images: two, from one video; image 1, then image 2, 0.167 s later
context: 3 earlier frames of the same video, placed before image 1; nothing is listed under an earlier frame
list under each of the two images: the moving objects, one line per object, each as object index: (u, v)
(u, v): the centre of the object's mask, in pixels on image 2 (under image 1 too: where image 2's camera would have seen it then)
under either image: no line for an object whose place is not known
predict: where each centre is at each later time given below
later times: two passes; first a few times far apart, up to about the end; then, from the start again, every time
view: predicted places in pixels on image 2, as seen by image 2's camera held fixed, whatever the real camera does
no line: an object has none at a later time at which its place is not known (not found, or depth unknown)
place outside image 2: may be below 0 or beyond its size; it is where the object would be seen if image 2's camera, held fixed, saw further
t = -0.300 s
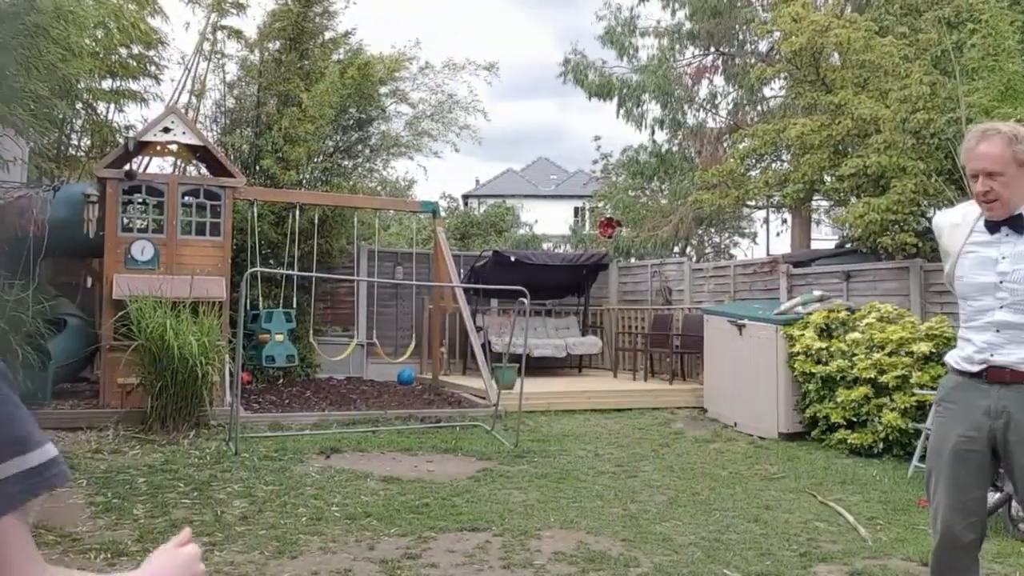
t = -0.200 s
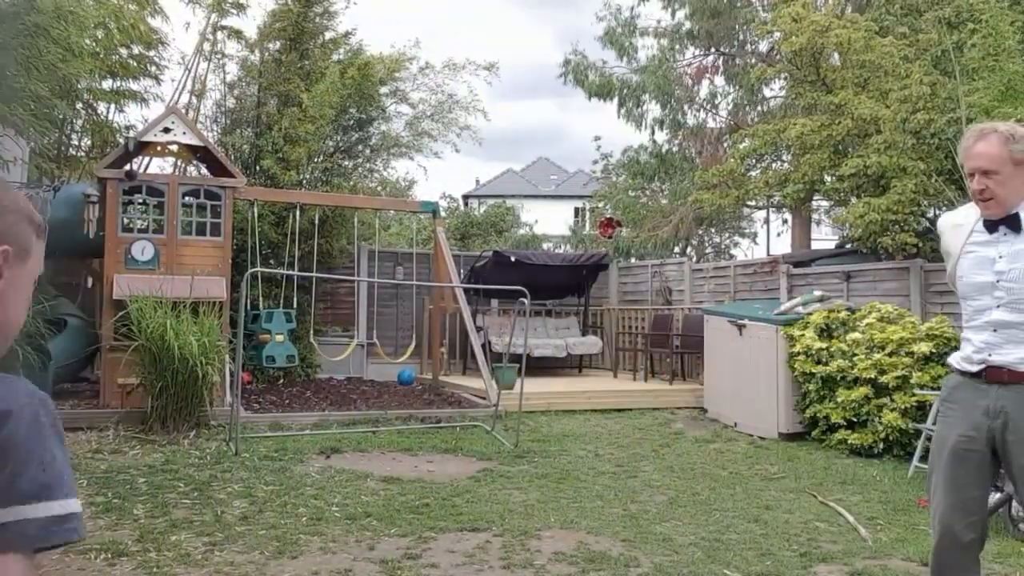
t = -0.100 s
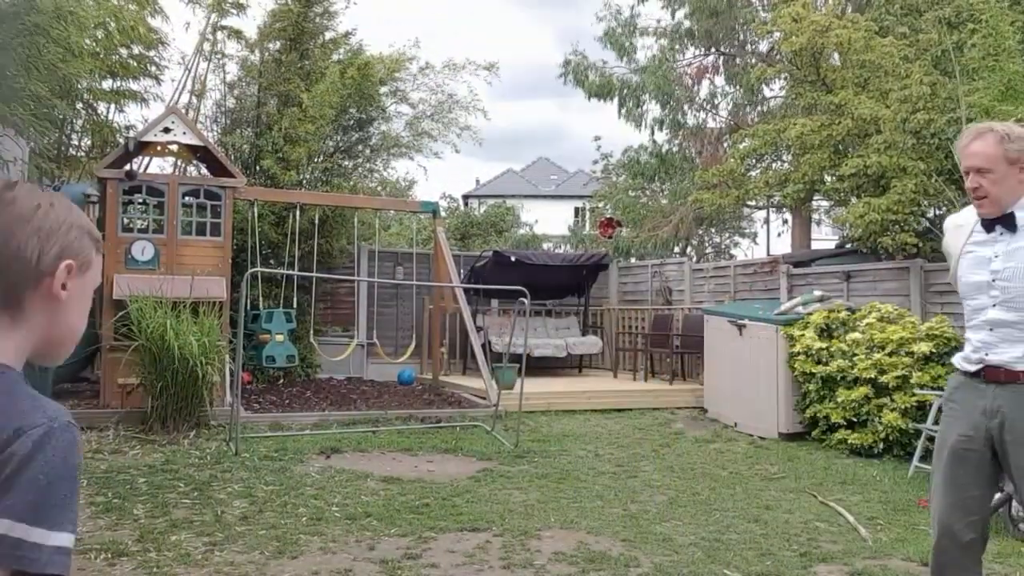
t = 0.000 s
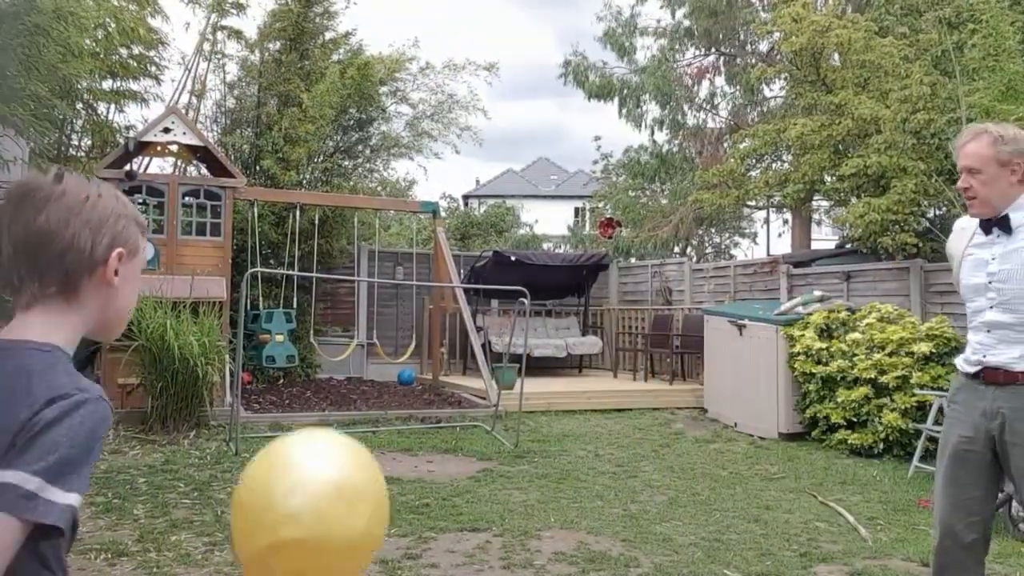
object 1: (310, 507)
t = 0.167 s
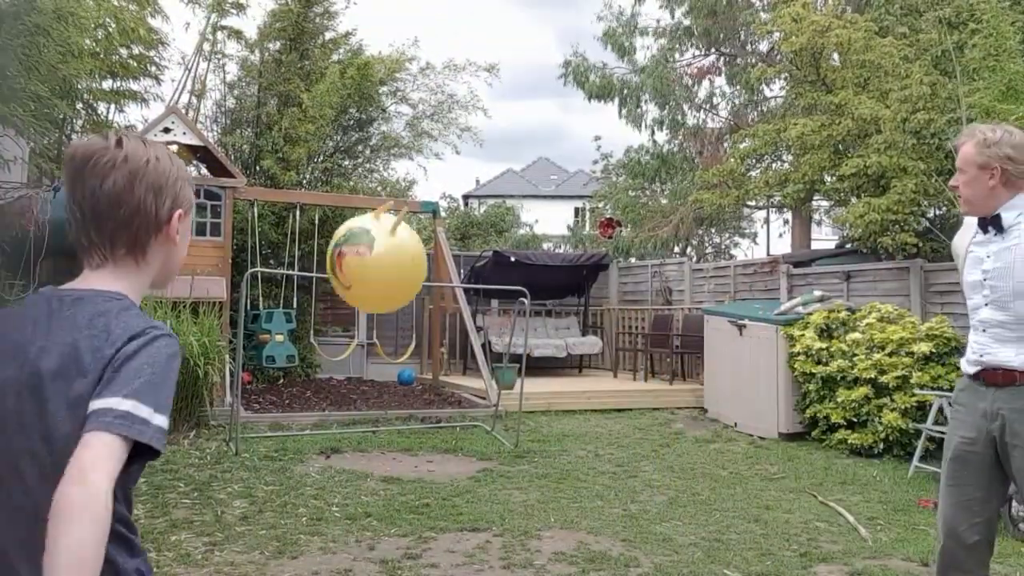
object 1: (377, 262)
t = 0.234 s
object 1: (390, 227)
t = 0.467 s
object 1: (411, 203)
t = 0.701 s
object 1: (413, 265)
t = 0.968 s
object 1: (414, 357)
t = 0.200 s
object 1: (384, 242)
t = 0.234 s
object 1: (390, 227)
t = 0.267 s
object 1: (395, 215)
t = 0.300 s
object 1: (399, 206)
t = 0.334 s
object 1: (402, 201)
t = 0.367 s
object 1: (405, 198)
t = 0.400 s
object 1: (408, 198)
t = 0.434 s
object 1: (409, 199)
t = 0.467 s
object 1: (411, 203)
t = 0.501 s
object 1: (412, 208)
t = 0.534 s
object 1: (413, 214)
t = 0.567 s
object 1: (414, 221)
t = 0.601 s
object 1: (414, 231)
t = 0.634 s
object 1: (414, 241)
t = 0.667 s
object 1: (414, 252)
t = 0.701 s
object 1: (413, 265)
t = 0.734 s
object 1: (413, 277)
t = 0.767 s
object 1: (412, 291)
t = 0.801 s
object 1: (412, 301)
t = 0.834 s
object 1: (412, 311)
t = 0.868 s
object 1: (412, 322)
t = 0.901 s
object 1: (413, 332)
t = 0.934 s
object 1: (413, 344)
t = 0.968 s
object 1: (414, 357)
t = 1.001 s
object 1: (416, 370)
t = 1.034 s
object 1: (419, 384)
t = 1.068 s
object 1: (420, 400)
